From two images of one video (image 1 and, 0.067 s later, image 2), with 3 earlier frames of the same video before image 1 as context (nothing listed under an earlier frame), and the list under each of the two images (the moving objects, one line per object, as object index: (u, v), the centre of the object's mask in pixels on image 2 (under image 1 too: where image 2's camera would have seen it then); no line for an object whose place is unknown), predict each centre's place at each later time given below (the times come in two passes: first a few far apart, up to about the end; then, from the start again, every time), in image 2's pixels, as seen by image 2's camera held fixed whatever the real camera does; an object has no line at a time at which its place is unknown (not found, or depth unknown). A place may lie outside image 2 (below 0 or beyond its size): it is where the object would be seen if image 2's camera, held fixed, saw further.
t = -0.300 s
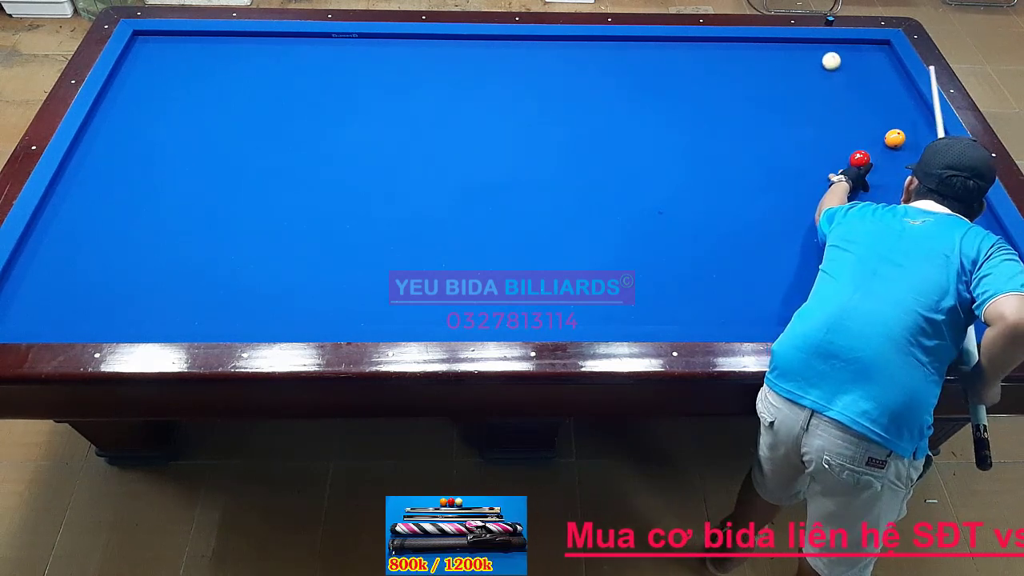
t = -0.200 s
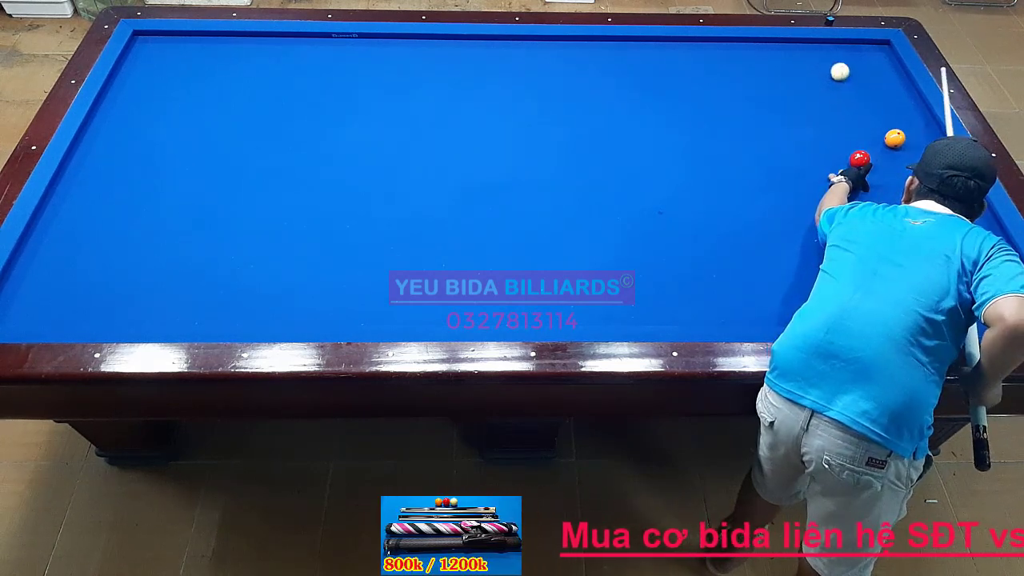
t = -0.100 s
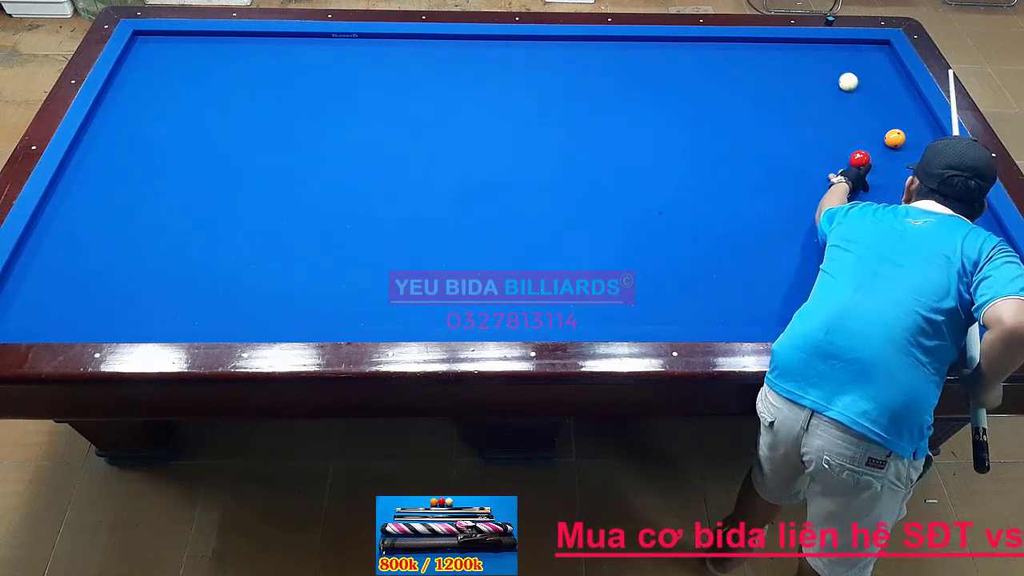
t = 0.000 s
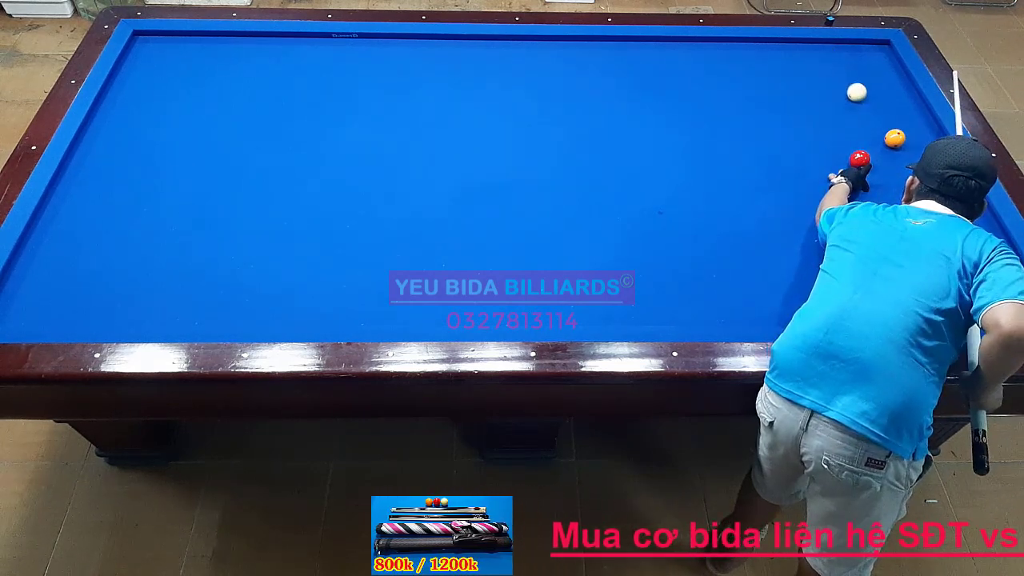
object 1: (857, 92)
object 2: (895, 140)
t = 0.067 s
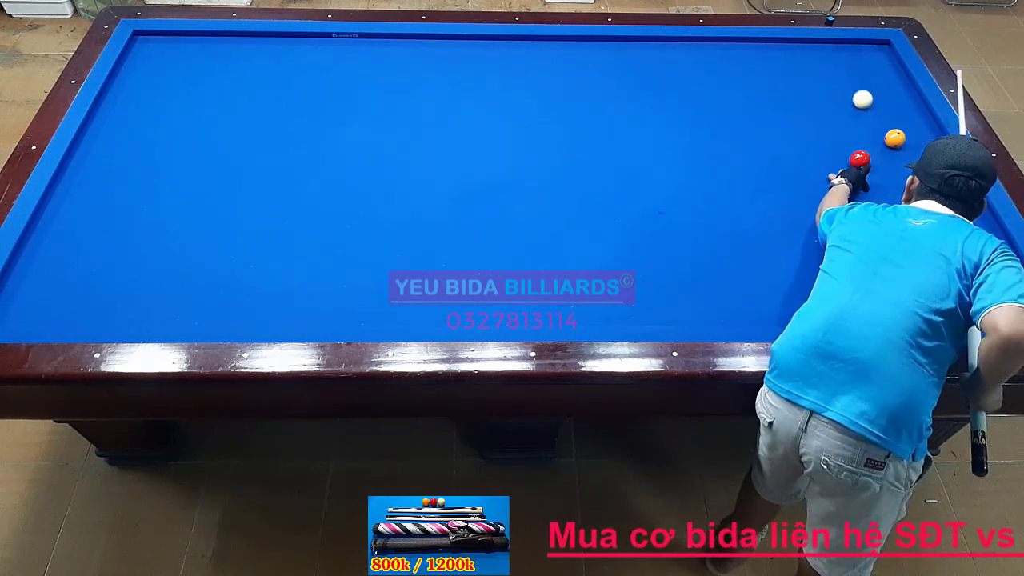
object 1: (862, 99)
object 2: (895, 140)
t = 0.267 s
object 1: (880, 121)
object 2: (895, 140)
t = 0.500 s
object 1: (886, 130)
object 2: (909, 153)
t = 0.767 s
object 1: (887, 134)
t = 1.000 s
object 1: (890, 138)
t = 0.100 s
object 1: (865, 103)
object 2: (895, 140)
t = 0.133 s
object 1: (868, 106)
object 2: (895, 140)
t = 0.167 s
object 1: (871, 110)
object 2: (895, 140)
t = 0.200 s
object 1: (874, 114)
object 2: (895, 140)
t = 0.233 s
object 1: (877, 117)
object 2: (895, 140)
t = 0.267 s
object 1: (880, 121)
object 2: (895, 140)
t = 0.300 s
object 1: (883, 124)
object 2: (895, 140)
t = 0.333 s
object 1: (884, 126)
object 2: (896, 141)
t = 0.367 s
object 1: (885, 127)
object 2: (899, 143)
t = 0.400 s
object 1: (885, 128)
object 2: (902, 147)
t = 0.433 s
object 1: (885, 129)
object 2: (905, 149)
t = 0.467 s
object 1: (885, 129)
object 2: (906, 151)
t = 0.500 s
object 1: (886, 130)
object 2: (909, 153)
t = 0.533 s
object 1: (886, 131)
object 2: (910, 154)
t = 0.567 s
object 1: (886, 131)
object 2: (912, 156)
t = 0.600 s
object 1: (886, 131)
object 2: (913, 157)
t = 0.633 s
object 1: (887, 132)
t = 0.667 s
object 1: (887, 133)
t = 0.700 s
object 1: (887, 133)
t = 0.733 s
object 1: (887, 134)
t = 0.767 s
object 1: (887, 134)
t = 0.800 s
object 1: (888, 135)
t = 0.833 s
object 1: (888, 136)
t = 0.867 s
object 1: (888, 136)
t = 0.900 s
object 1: (889, 137)
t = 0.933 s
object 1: (889, 137)
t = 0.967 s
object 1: (889, 138)
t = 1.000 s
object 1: (890, 138)
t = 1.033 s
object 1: (890, 139)
